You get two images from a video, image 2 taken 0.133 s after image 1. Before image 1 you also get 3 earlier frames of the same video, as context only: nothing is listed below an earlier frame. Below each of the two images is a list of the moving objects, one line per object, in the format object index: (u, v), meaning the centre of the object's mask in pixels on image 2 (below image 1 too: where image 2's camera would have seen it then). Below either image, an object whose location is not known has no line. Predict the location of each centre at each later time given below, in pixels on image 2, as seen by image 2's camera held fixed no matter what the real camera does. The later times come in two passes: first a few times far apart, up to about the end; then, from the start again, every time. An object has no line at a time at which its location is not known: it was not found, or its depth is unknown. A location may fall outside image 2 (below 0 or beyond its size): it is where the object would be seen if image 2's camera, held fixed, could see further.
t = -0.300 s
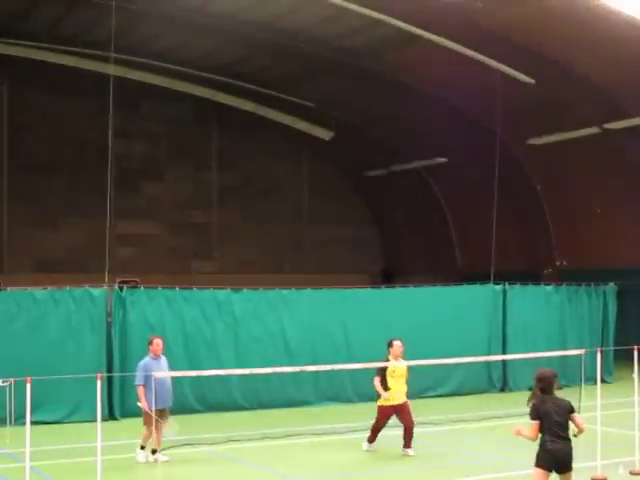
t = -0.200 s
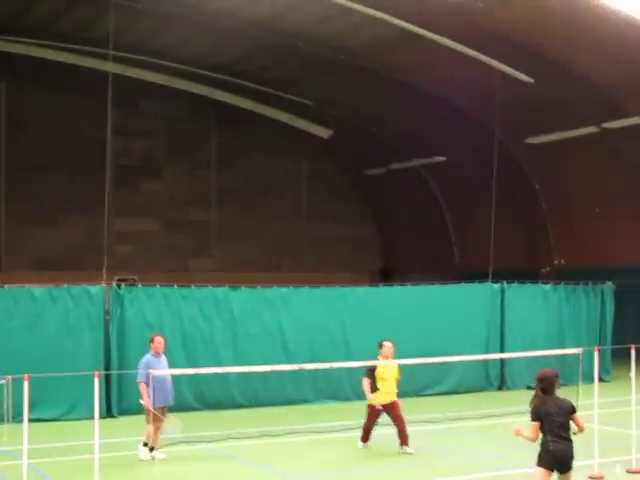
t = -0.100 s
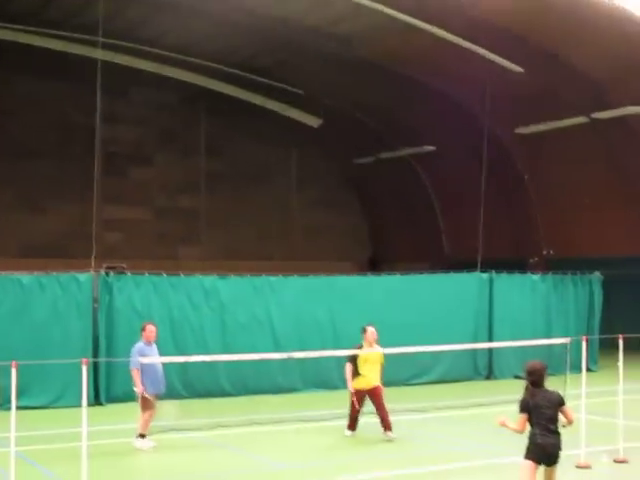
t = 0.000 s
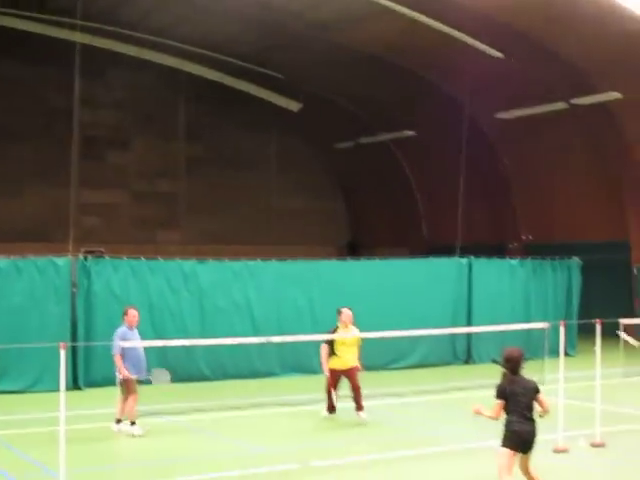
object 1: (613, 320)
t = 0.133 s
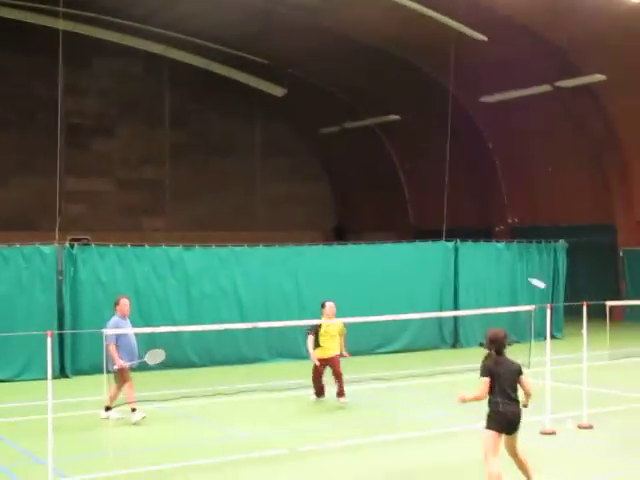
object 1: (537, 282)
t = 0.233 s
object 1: (492, 269)
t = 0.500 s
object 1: (400, 281)
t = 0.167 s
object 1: (521, 277)
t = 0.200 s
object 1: (506, 272)
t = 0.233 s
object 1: (492, 269)
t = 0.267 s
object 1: (478, 267)
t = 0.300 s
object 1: (466, 267)
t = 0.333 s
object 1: (453, 267)
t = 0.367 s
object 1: (441, 268)
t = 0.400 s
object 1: (431, 270)
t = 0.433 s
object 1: (420, 272)
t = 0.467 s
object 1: (410, 277)
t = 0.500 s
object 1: (400, 281)
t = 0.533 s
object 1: (391, 286)
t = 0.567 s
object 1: (382, 292)
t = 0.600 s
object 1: (373, 299)
